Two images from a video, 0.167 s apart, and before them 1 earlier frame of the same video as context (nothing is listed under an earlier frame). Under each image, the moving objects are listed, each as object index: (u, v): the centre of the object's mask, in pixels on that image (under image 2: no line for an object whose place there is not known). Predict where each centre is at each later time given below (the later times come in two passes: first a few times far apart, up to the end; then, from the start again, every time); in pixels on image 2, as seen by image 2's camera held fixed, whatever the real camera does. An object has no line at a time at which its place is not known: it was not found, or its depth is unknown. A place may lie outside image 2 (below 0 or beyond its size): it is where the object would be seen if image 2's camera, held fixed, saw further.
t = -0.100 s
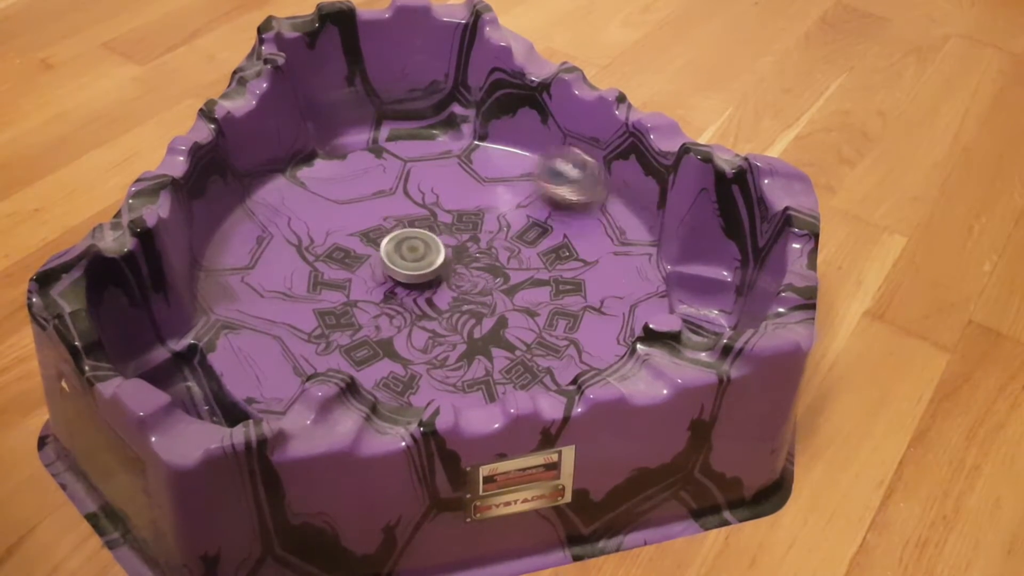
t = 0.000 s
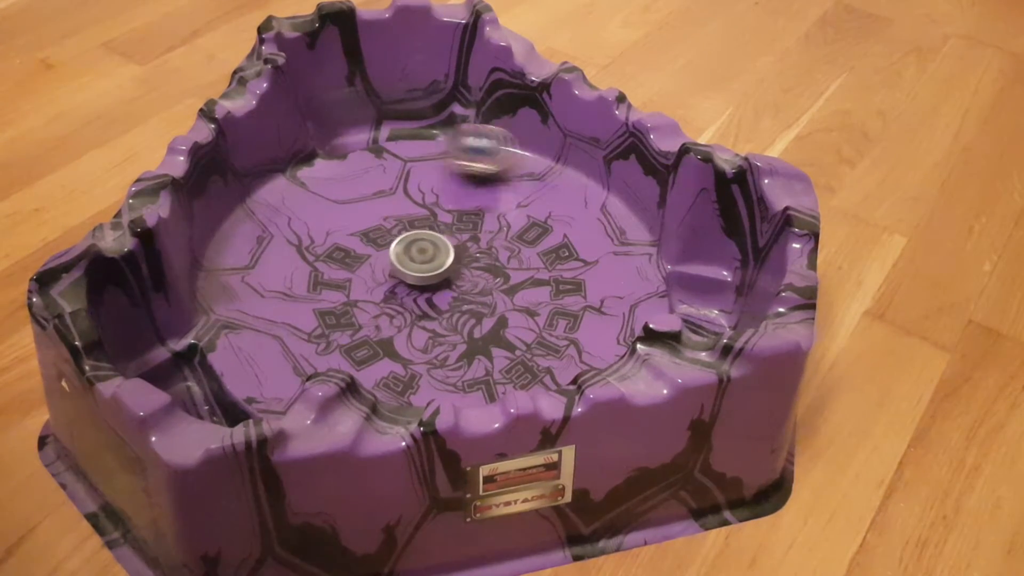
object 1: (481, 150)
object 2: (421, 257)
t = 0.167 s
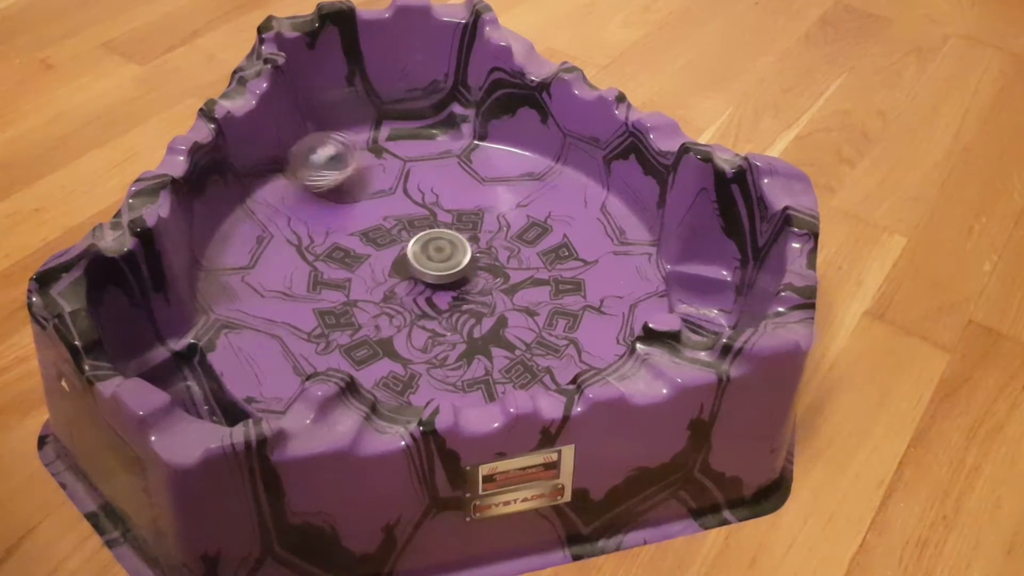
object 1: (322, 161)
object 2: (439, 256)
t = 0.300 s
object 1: (269, 251)
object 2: (453, 253)
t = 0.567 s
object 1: (416, 391)
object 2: (466, 249)
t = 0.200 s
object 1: (305, 181)
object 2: (442, 255)
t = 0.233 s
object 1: (284, 204)
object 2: (445, 254)
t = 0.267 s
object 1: (279, 225)
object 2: (449, 254)
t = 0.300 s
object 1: (269, 251)
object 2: (453, 253)
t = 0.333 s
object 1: (265, 274)
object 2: (455, 253)
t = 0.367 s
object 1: (268, 300)
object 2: (457, 252)
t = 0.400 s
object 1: (279, 325)
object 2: (459, 251)
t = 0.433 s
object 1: (297, 346)
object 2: (461, 250)
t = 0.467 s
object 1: (322, 360)
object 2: (462, 250)
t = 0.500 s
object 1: (361, 372)
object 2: (463, 249)
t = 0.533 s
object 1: (395, 387)
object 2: (465, 249)
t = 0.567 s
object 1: (416, 391)
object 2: (466, 249)
